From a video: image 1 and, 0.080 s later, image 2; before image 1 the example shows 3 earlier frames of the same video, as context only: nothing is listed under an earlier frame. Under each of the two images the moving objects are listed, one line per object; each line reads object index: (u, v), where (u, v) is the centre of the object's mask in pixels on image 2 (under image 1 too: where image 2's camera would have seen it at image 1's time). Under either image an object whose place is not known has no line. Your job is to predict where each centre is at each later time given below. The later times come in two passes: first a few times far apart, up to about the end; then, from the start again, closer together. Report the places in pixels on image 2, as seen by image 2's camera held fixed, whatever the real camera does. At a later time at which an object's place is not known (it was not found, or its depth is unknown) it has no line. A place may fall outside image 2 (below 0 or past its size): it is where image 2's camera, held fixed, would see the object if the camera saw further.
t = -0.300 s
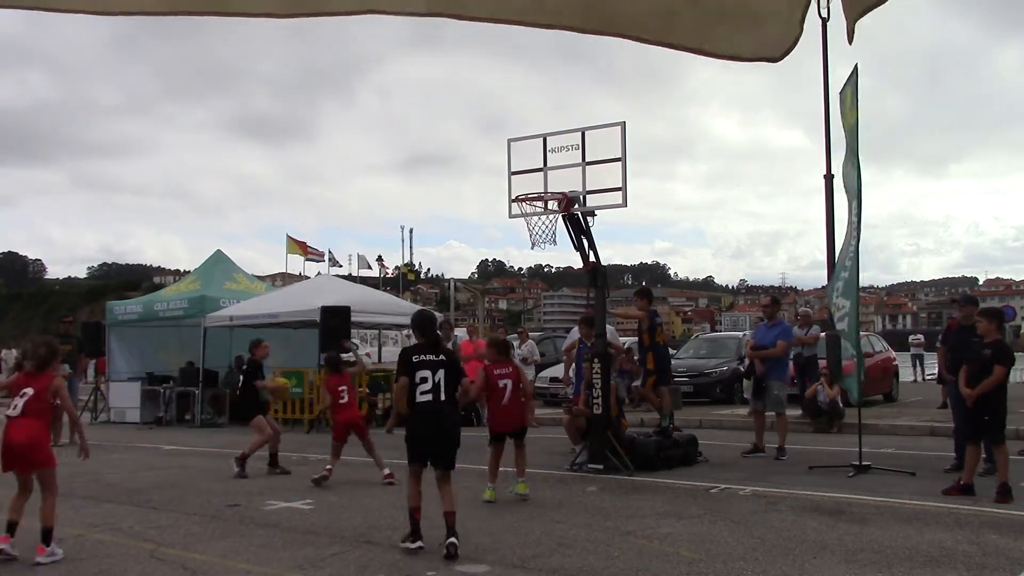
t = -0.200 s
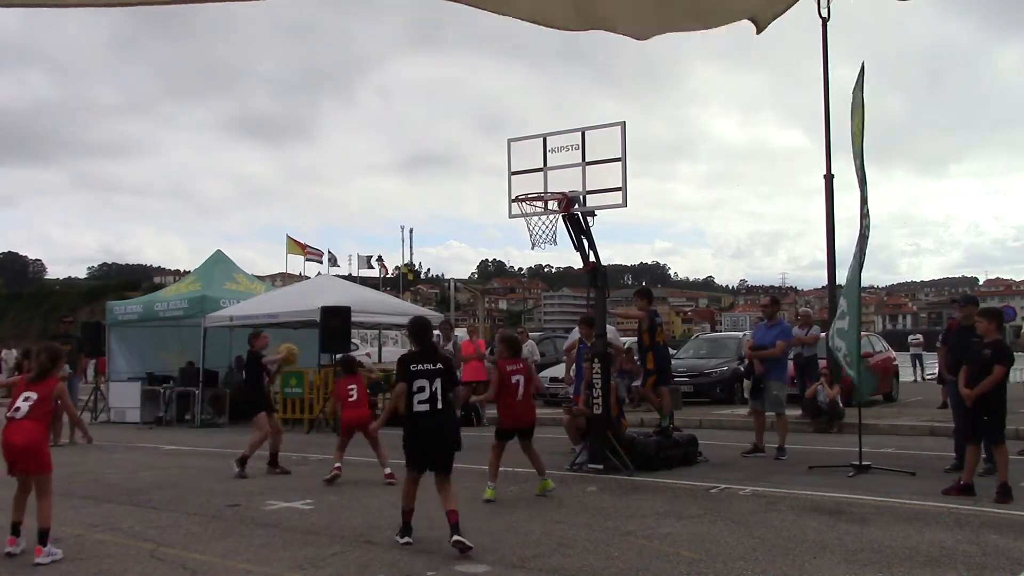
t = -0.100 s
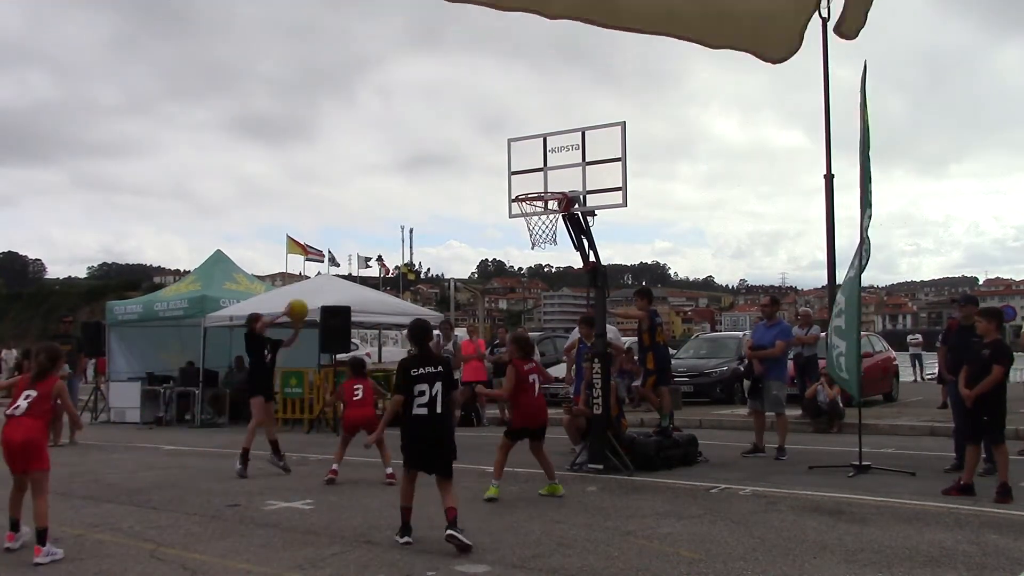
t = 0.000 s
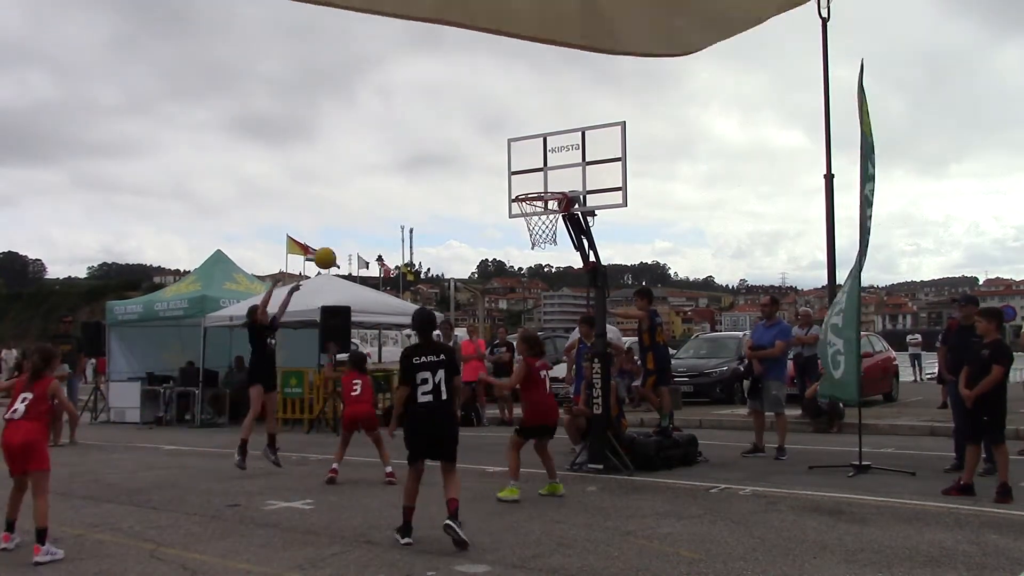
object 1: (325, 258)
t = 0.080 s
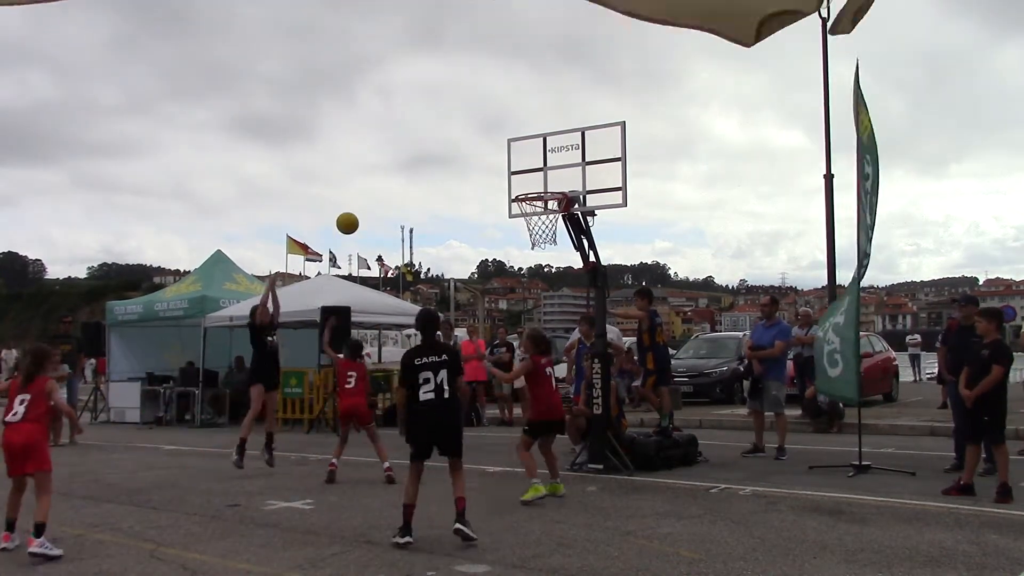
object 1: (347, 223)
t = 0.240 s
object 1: (393, 173)
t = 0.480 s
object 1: (465, 146)
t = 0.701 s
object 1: (531, 174)
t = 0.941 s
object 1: (537, 177)
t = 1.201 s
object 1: (535, 186)
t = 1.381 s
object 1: (549, 212)
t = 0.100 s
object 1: (353, 215)
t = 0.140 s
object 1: (364, 201)
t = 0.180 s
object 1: (376, 189)
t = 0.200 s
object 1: (382, 183)
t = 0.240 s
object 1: (393, 173)
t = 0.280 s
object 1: (405, 164)
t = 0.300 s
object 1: (411, 160)
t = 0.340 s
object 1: (422, 155)
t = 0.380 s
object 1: (434, 150)
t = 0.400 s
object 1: (441, 149)
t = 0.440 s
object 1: (452, 146)
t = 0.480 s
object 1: (465, 146)
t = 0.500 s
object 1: (470, 146)
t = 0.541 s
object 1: (483, 149)
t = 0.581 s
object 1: (495, 152)
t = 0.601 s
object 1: (500, 155)
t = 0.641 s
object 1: (513, 161)
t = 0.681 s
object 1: (525, 169)
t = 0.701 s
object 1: (531, 174)
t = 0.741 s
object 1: (543, 184)
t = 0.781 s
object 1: (548, 186)
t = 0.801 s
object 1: (547, 184)
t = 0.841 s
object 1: (544, 180)
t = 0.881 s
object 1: (542, 178)
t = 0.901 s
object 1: (540, 177)
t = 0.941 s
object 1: (537, 177)
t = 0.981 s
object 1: (534, 178)
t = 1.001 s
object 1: (533, 179)
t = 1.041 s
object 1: (530, 183)
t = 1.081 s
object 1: (527, 188)
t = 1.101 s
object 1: (528, 188)
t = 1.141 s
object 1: (530, 186)
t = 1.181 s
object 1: (533, 186)
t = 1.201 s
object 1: (535, 186)
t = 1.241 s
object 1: (538, 188)
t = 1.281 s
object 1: (541, 194)
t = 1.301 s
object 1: (543, 197)
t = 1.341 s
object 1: (546, 204)
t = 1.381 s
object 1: (549, 212)
